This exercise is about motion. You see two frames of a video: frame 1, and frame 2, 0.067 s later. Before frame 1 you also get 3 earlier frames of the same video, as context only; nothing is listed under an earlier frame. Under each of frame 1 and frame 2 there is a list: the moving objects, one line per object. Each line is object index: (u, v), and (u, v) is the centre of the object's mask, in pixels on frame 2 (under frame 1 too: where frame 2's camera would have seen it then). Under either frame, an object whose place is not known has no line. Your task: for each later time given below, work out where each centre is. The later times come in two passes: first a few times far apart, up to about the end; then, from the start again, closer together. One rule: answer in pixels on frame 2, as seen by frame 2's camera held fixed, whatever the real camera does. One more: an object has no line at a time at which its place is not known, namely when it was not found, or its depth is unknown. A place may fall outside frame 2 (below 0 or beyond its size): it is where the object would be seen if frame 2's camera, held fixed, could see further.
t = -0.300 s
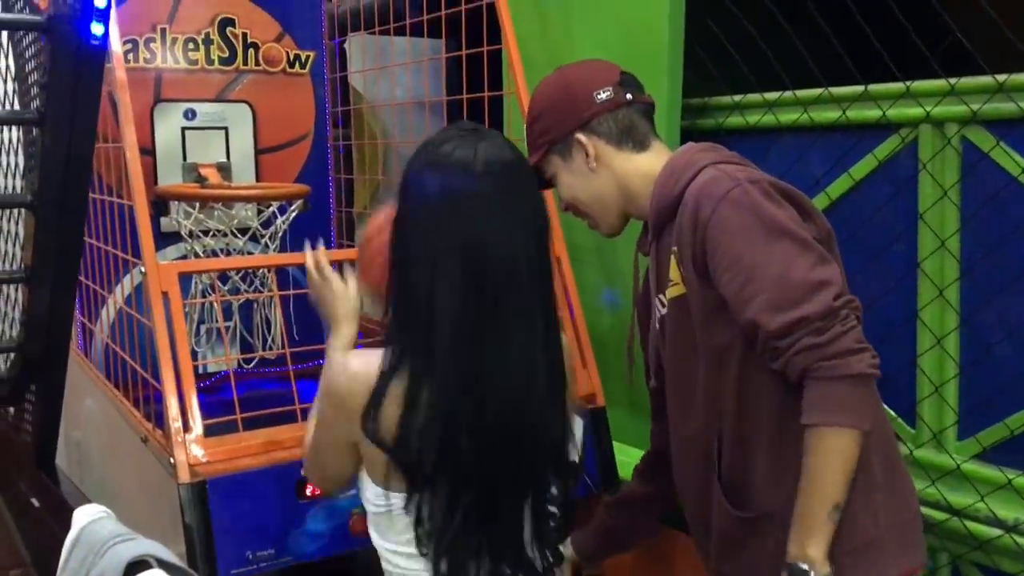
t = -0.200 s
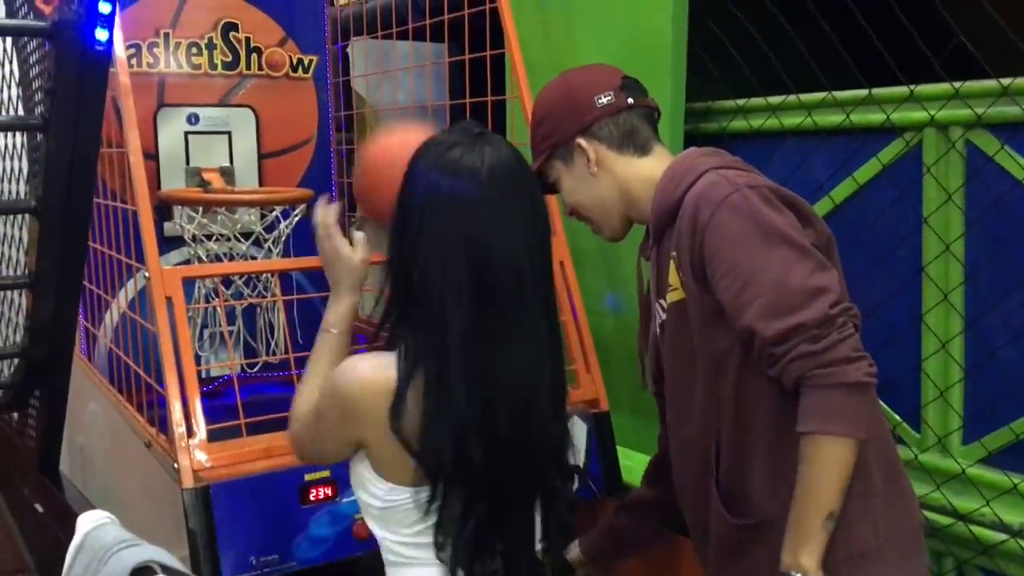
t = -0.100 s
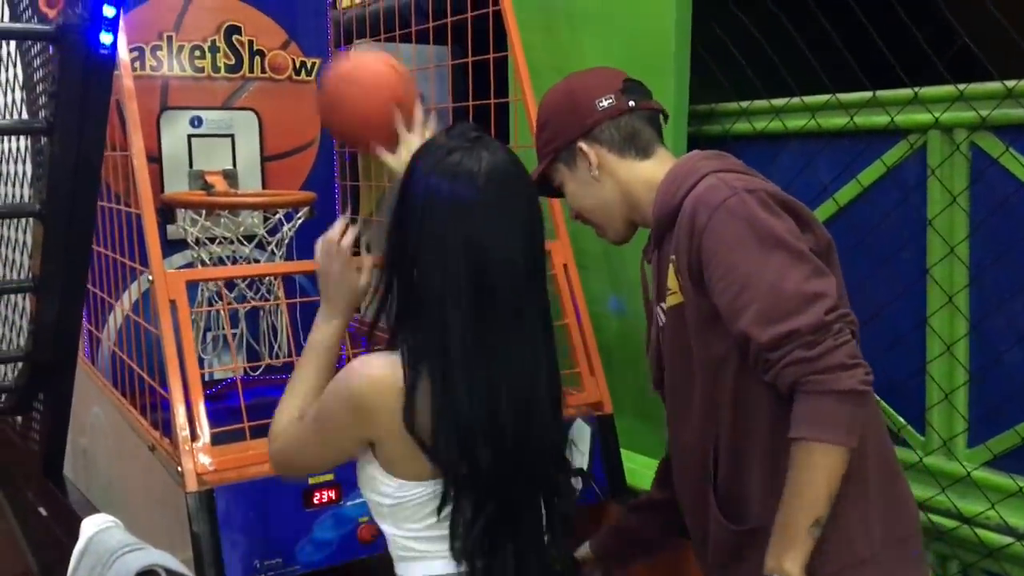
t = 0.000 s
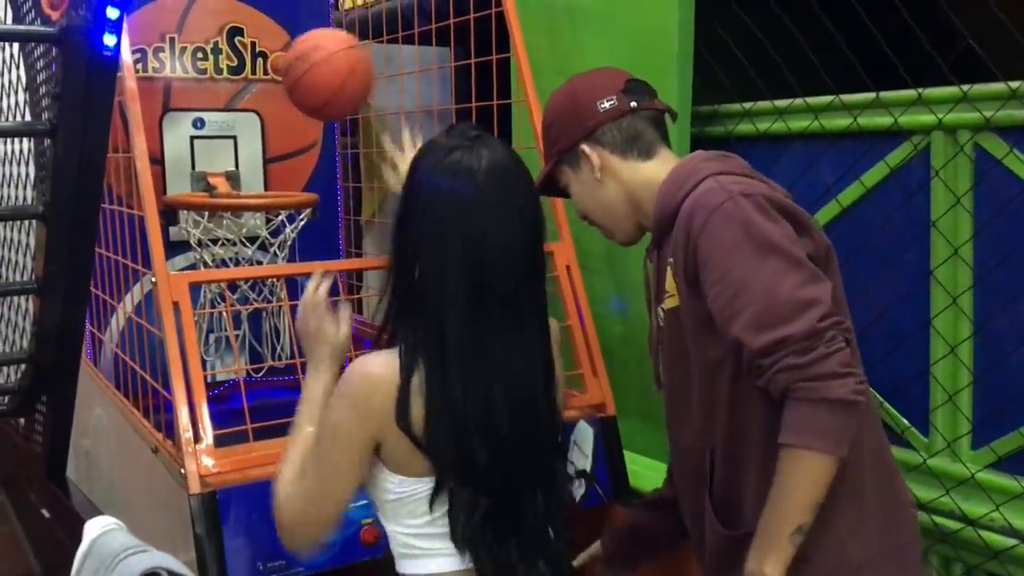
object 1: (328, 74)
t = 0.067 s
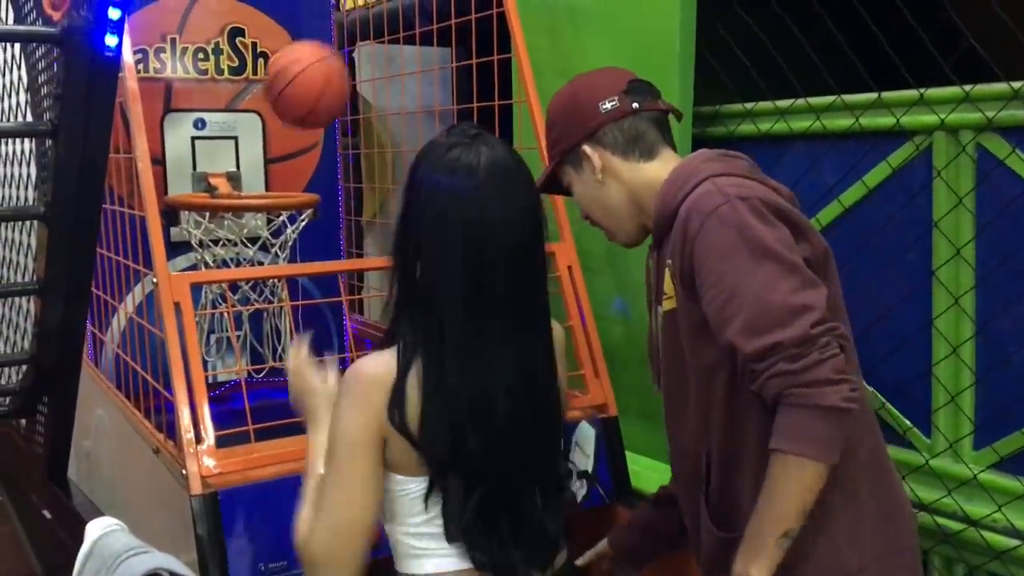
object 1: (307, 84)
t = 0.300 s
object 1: (255, 133)
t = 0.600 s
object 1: (231, 132)
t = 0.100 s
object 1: (297, 96)
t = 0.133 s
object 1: (289, 113)
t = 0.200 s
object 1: (274, 156)
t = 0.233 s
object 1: (268, 158)
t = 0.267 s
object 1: (261, 143)
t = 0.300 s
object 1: (255, 133)
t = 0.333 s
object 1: (251, 127)
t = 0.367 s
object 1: (246, 126)
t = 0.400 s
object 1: (241, 127)
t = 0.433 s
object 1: (237, 134)
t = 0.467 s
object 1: (234, 145)
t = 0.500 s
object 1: (230, 158)
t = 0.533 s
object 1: (229, 149)
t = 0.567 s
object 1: (230, 137)
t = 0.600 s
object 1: (231, 132)
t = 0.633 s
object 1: (231, 130)
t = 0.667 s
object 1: (232, 131)
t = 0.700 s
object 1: (233, 138)
